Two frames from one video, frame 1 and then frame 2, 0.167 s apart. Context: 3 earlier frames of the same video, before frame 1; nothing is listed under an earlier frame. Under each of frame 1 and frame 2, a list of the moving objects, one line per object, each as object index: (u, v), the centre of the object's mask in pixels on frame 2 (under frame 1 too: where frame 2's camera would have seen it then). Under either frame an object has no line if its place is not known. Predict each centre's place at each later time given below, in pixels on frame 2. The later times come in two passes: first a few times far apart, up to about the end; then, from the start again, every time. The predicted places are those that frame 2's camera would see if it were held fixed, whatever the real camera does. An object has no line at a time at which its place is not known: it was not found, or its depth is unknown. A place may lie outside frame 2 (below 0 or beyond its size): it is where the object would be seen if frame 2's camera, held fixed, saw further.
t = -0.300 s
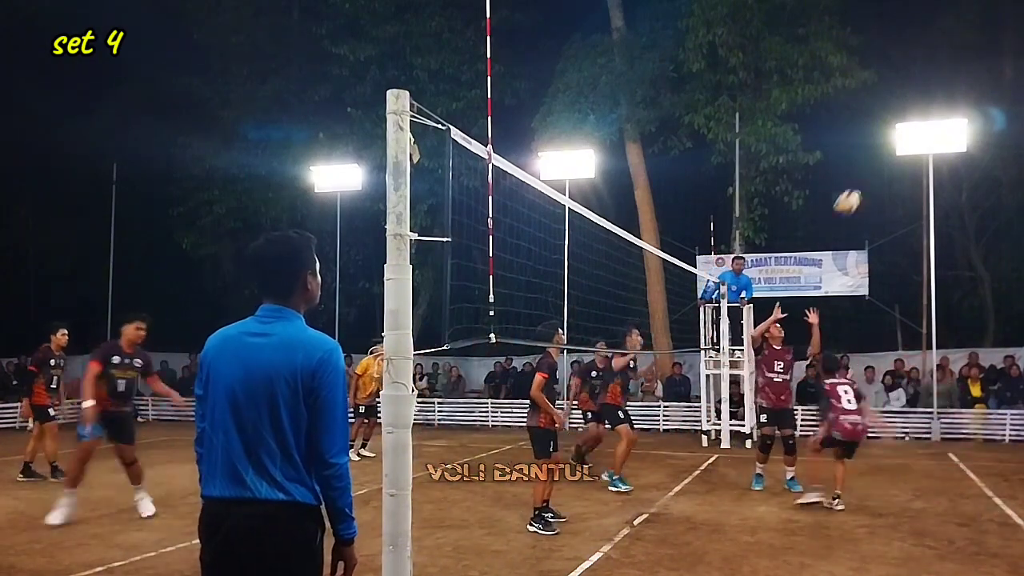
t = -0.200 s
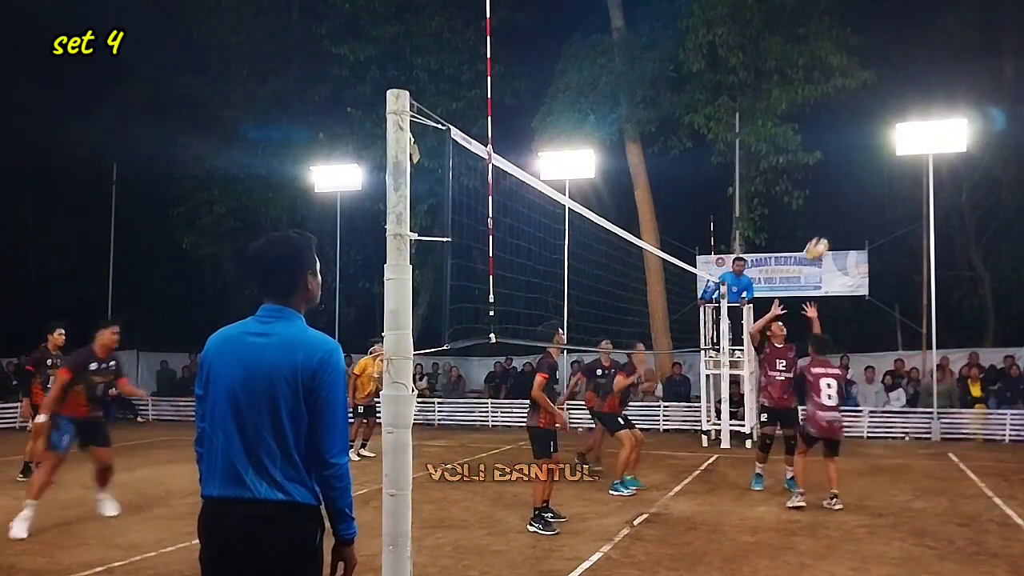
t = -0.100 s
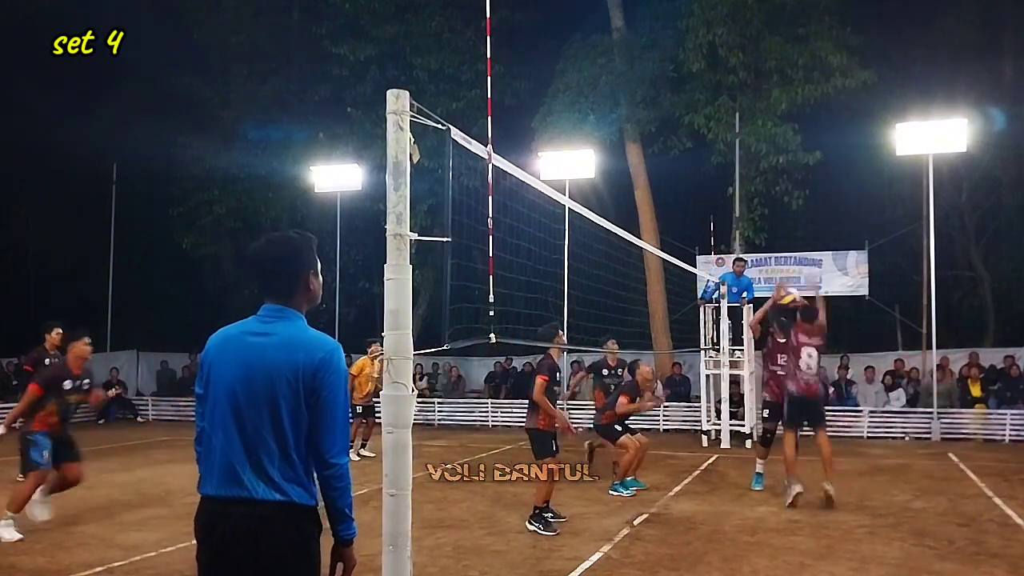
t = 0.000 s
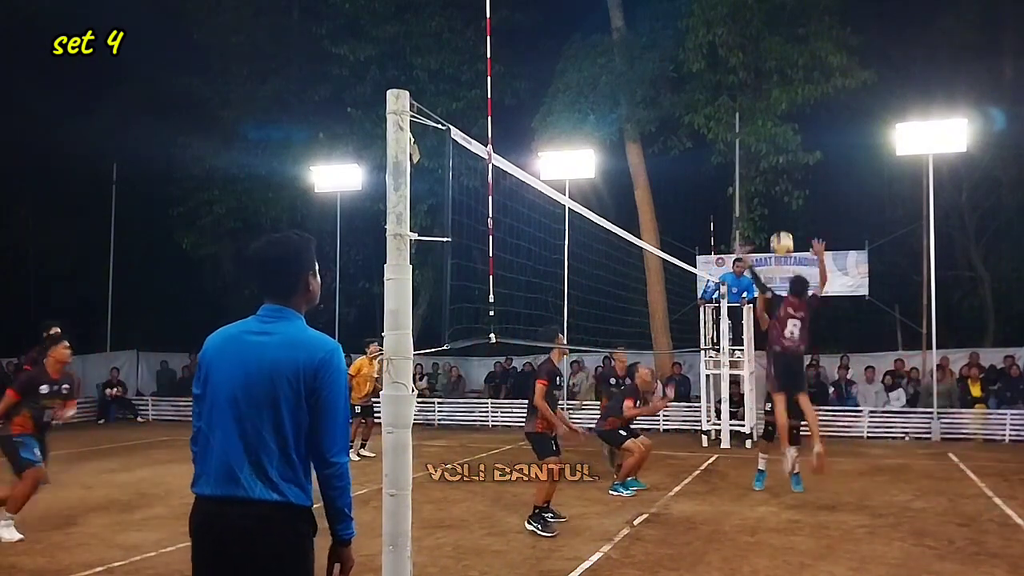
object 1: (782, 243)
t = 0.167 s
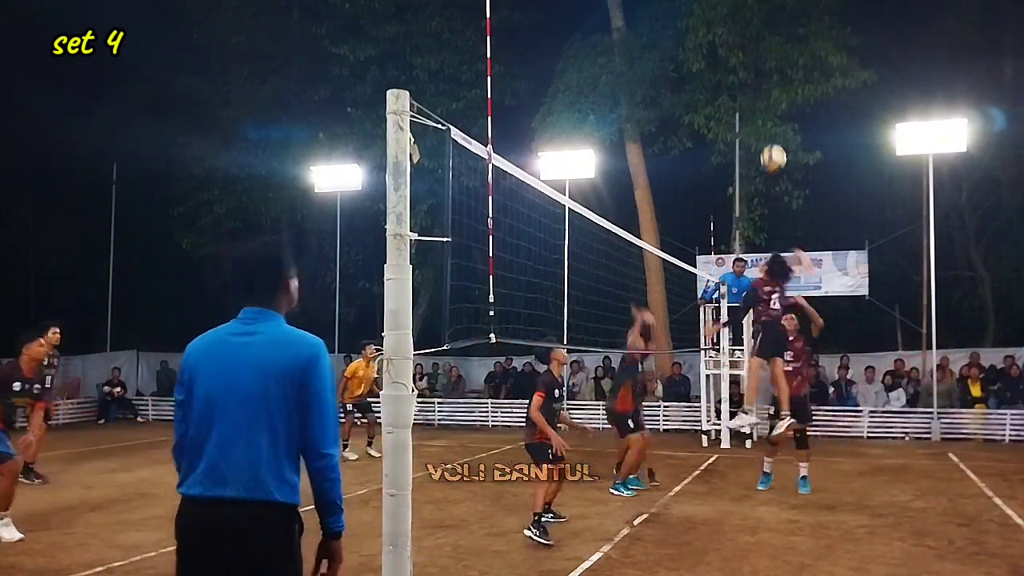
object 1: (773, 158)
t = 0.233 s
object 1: (770, 127)
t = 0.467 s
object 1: (758, 54)
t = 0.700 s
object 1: (743, 33)
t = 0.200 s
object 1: (771, 142)
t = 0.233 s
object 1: (770, 127)
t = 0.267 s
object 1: (768, 115)
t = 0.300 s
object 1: (767, 102)
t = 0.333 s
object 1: (765, 90)
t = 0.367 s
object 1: (764, 80)
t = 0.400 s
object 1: (762, 71)
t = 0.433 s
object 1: (760, 62)
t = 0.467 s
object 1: (758, 54)
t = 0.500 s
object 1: (756, 47)
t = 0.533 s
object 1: (754, 42)
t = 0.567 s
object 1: (752, 37)
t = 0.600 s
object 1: (749, 34)
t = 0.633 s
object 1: (747, 32)
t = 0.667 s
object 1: (745, 32)
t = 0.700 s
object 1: (743, 33)
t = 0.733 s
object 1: (740, 35)
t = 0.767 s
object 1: (738, 39)
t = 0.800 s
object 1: (735, 45)
